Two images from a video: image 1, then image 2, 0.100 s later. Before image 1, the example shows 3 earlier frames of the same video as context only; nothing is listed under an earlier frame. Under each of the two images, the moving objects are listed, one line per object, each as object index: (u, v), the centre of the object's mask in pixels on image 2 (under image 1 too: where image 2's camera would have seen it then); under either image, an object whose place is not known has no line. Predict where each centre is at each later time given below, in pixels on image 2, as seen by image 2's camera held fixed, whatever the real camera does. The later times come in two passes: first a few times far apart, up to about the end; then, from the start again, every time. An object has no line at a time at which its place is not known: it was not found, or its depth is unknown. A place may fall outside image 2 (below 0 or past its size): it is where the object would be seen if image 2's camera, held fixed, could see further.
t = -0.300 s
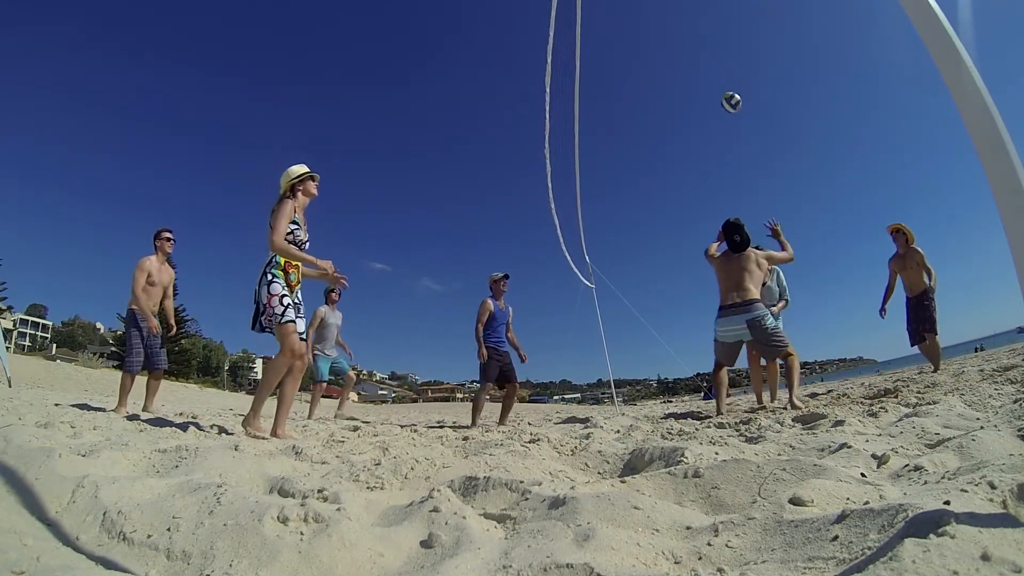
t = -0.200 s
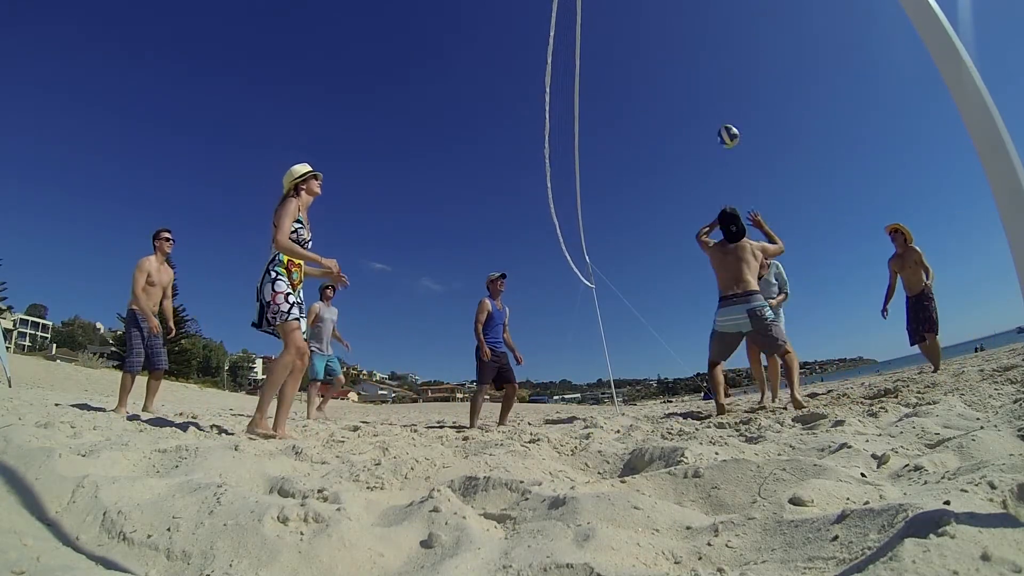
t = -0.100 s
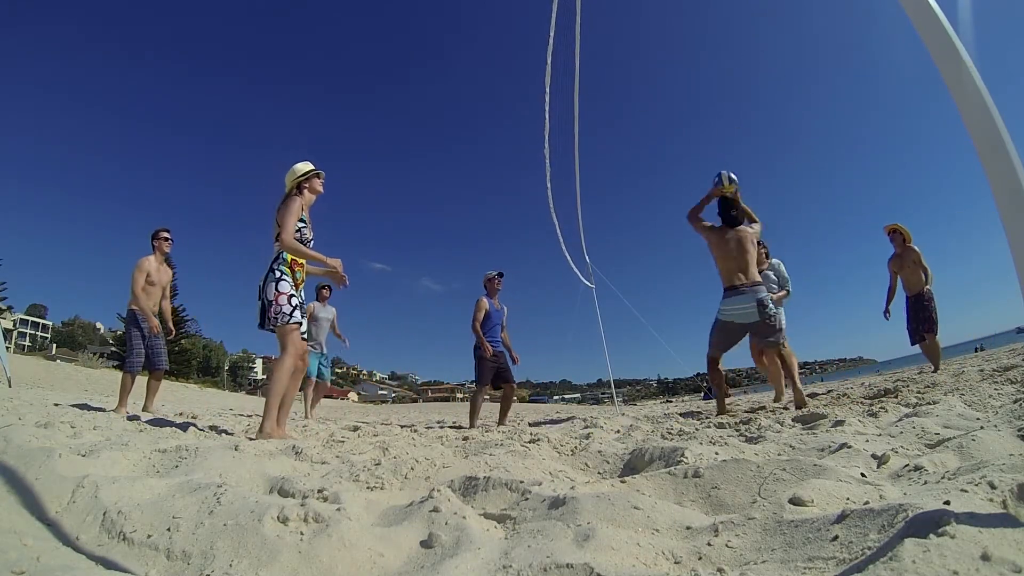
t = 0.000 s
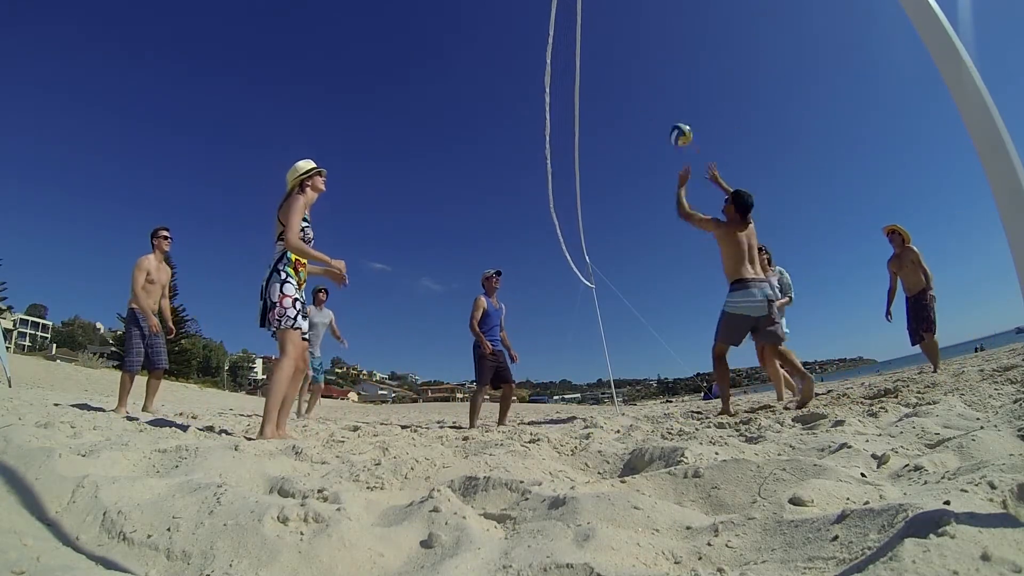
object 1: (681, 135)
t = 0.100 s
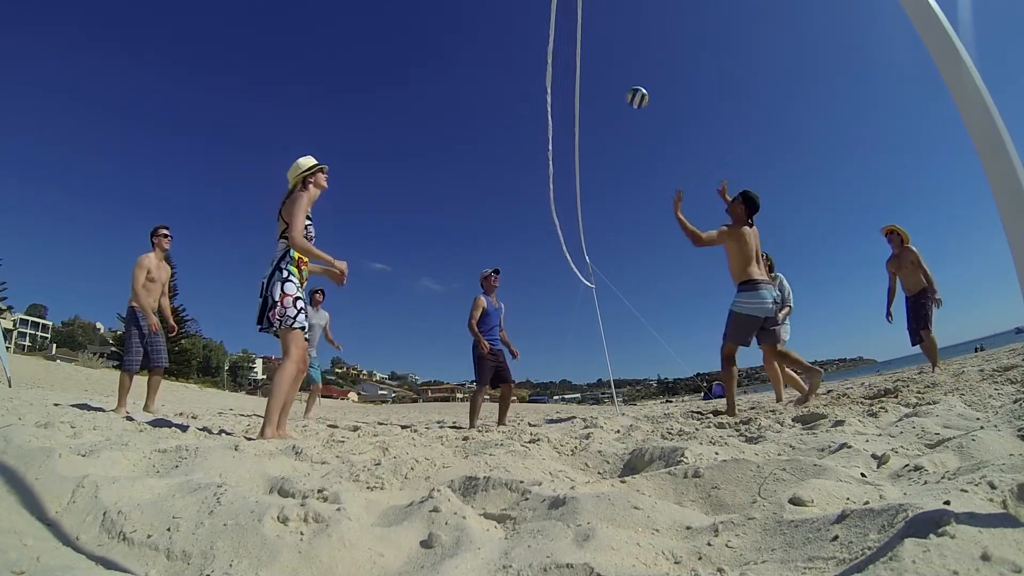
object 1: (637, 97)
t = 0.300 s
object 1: (565, 58)
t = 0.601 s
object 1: (479, 63)
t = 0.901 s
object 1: (400, 127)
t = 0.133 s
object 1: (624, 88)
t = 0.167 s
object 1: (611, 80)
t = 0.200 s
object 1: (599, 73)
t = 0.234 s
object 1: (588, 67)
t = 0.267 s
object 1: (576, 63)
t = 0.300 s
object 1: (565, 58)
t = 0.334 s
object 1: (555, 57)
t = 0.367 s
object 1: (543, 54)
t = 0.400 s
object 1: (535, 53)
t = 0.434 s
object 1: (525, 53)
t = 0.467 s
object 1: (515, 54)
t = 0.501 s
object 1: (506, 55)
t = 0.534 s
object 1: (497, 57)
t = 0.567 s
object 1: (488, 59)
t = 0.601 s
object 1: (479, 63)
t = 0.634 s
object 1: (471, 67)
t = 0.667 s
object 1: (462, 71)
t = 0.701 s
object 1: (454, 77)
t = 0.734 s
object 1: (445, 84)
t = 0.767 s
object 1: (437, 91)
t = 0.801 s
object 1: (427, 99)
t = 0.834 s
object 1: (419, 107)
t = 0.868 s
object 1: (410, 116)
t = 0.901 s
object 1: (400, 127)
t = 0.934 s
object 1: (391, 139)
